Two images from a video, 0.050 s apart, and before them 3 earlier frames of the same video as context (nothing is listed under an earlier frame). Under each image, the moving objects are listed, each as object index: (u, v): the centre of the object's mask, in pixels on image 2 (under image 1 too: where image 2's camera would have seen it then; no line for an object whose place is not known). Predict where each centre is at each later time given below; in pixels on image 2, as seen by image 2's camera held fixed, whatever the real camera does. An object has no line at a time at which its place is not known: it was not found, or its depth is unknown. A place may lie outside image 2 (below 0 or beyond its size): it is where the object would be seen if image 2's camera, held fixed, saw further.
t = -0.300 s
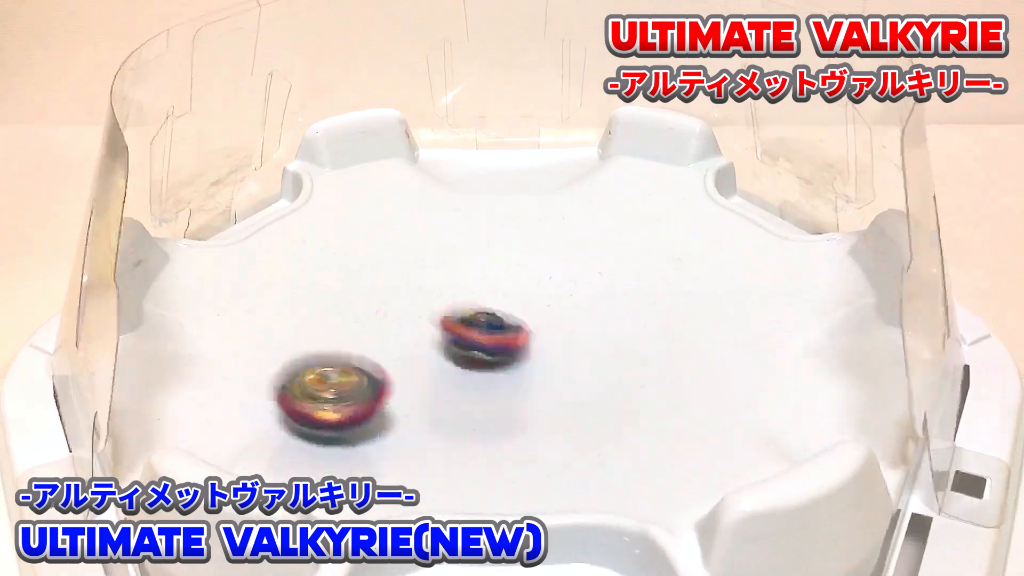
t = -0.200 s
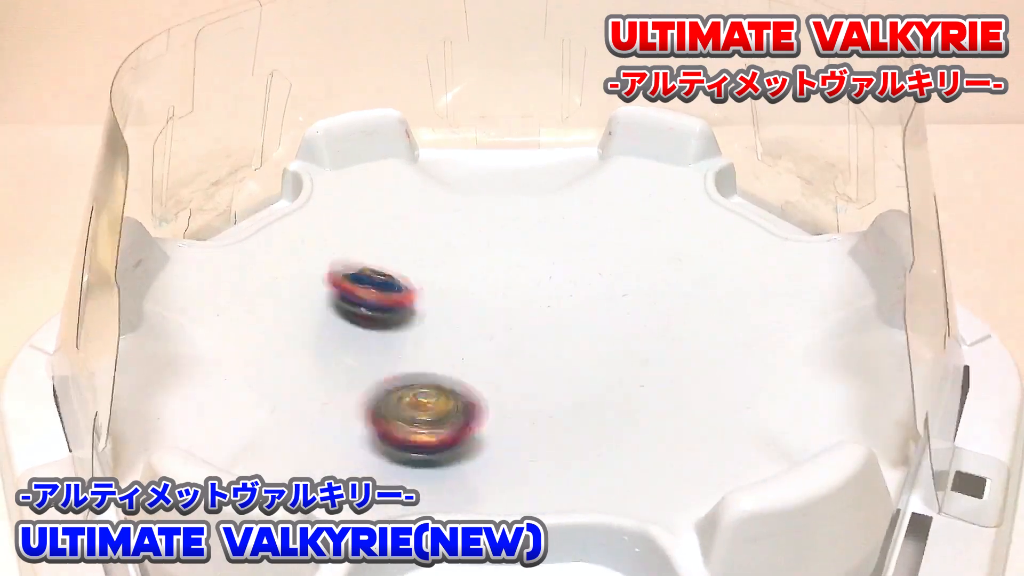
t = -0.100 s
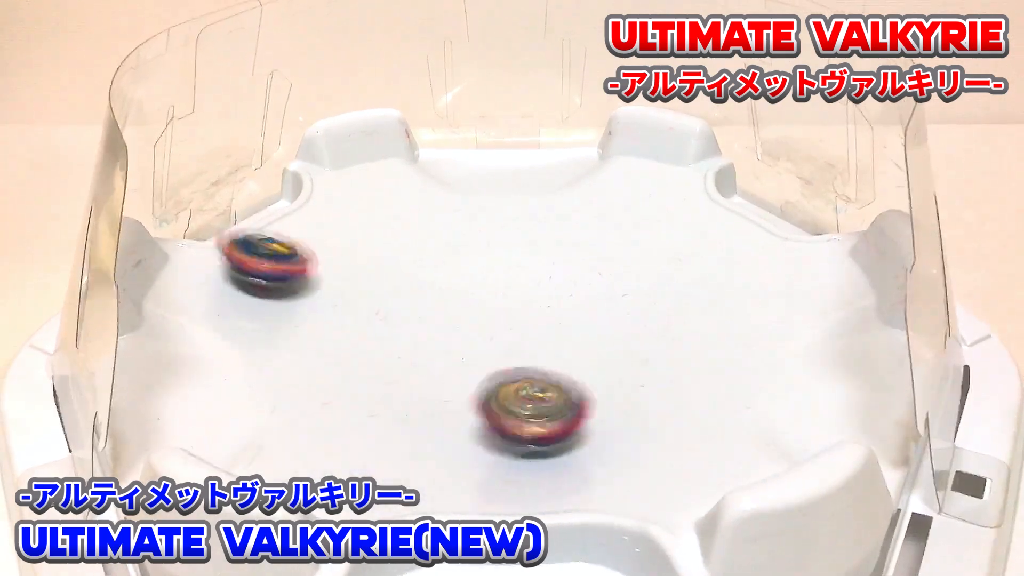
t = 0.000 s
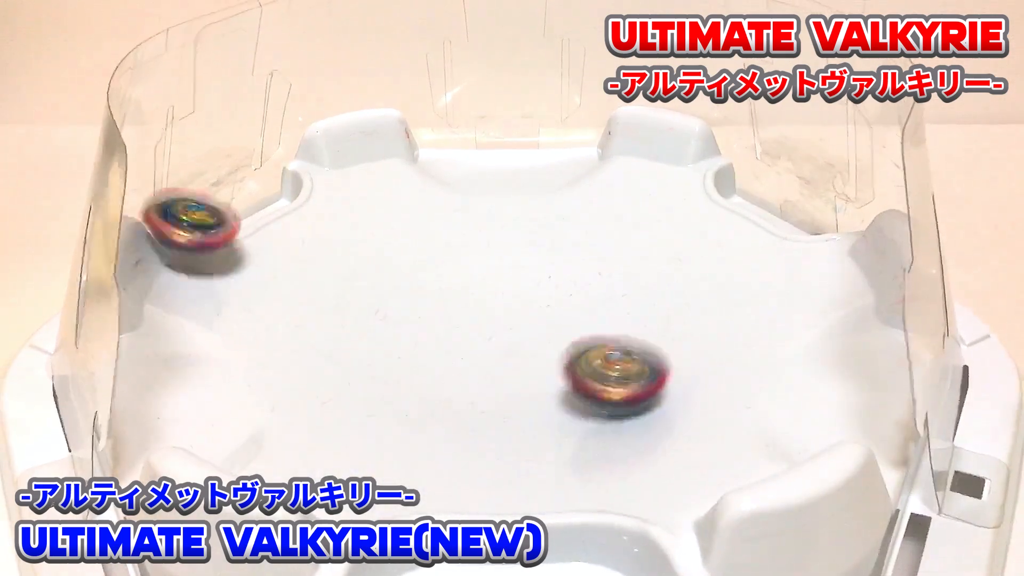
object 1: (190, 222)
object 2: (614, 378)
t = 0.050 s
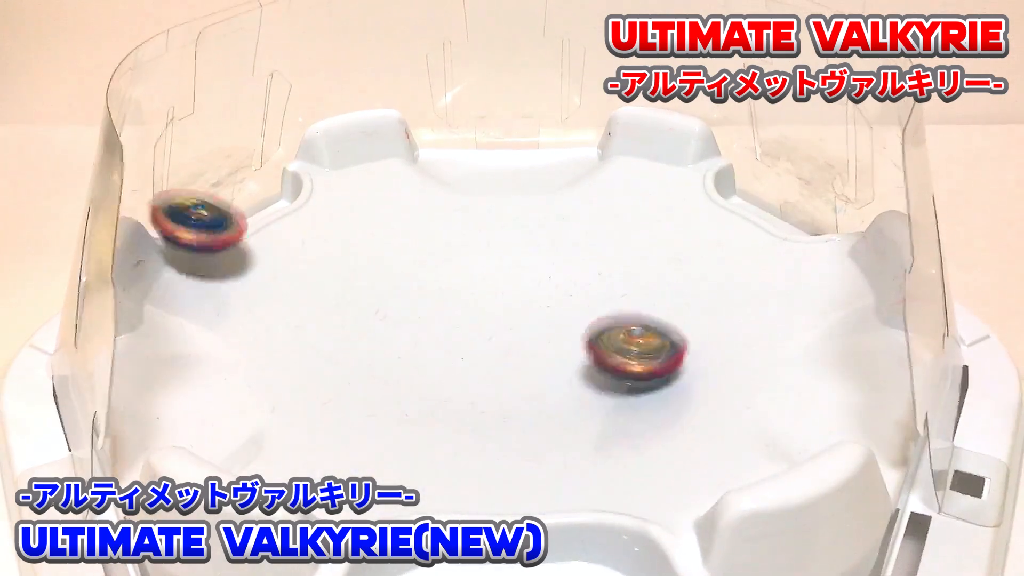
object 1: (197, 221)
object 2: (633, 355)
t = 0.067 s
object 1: (202, 229)
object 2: (636, 346)
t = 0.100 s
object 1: (209, 244)
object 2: (638, 331)
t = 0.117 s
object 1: (211, 243)
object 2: (637, 323)
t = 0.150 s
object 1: (216, 244)
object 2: (632, 306)
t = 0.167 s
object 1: (218, 246)
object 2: (628, 298)
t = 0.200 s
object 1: (225, 246)
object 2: (616, 283)
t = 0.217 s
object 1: (229, 246)
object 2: (608, 277)
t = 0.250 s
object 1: (239, 247)
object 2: (592, 265)
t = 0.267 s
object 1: (245, 249)
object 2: (583, 259)
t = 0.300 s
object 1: (260, 252)
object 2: (562, 249)
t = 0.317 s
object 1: (268, 254)
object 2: (551, 244)
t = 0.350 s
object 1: (285, 257)
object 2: (529, 237)
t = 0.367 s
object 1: (294, 257)
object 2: (517, 234)
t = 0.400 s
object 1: (314, 263)
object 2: (494, 229)
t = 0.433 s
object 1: (334, 269)
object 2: (472, 226)
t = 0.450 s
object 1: (345, 271)
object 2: (461, 225)
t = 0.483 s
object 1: (367, 277)
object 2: (439, 225)
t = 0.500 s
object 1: (378, 280)
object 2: (428, 225)
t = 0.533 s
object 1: (402, 285)
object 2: (407, 224)
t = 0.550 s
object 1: (415, 288)
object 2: (395, 226)
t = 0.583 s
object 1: (439, 290)
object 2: (376, 235)
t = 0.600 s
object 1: (450, 290)
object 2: (368, 239)
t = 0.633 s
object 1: (474, 290)
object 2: (351, 247)
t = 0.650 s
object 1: (485, 289)
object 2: (344, 252)
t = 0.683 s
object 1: (507, 284)
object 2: (332, 263)
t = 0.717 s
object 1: (527, 278)
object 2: (323, 277)
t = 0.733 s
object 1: (536, 275)
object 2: (320, 284)
